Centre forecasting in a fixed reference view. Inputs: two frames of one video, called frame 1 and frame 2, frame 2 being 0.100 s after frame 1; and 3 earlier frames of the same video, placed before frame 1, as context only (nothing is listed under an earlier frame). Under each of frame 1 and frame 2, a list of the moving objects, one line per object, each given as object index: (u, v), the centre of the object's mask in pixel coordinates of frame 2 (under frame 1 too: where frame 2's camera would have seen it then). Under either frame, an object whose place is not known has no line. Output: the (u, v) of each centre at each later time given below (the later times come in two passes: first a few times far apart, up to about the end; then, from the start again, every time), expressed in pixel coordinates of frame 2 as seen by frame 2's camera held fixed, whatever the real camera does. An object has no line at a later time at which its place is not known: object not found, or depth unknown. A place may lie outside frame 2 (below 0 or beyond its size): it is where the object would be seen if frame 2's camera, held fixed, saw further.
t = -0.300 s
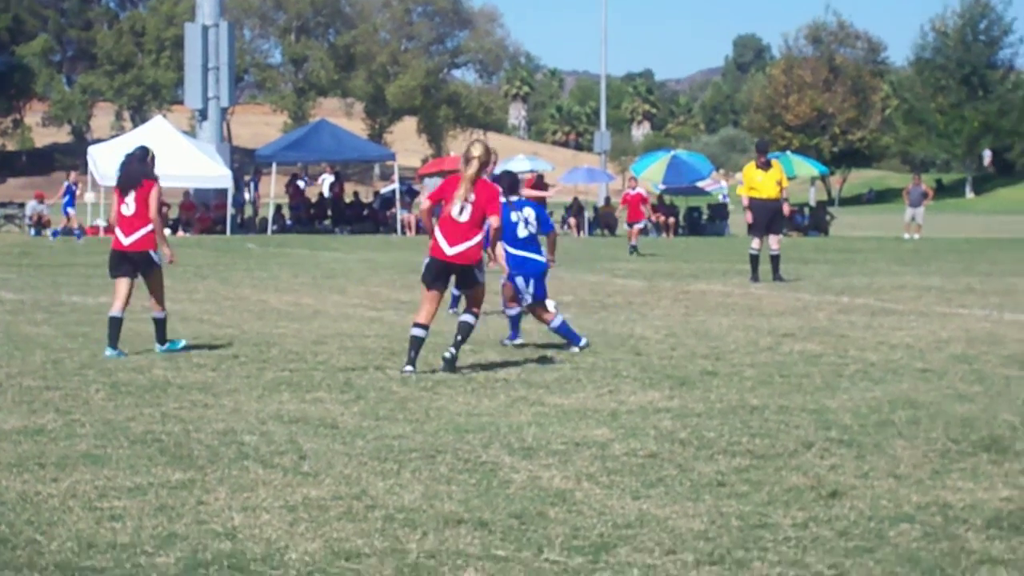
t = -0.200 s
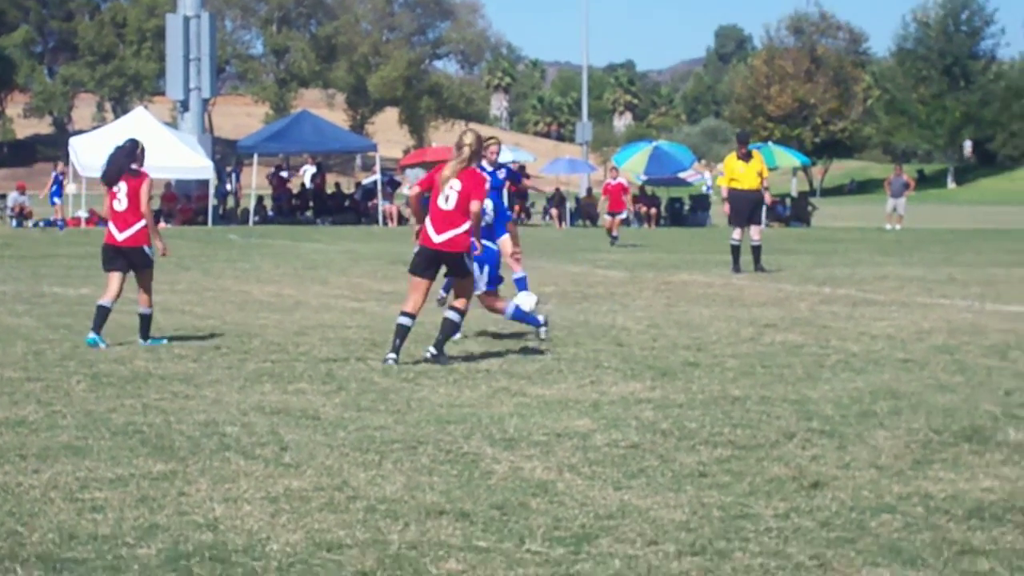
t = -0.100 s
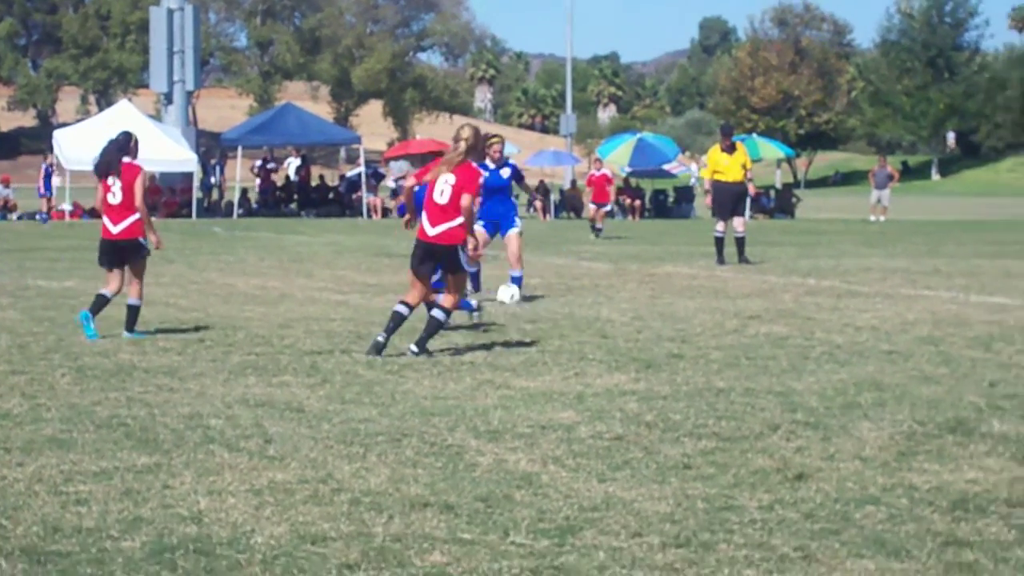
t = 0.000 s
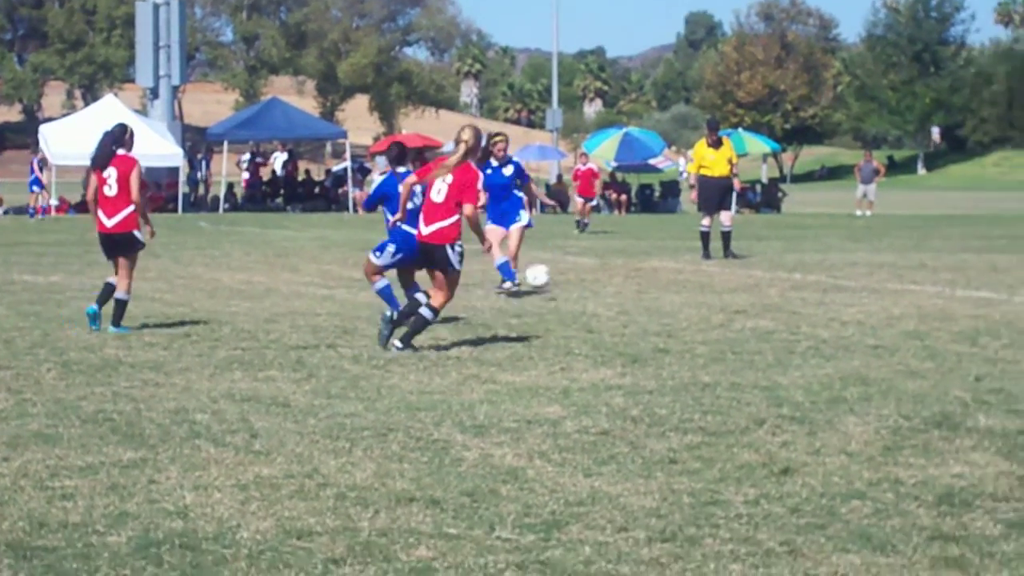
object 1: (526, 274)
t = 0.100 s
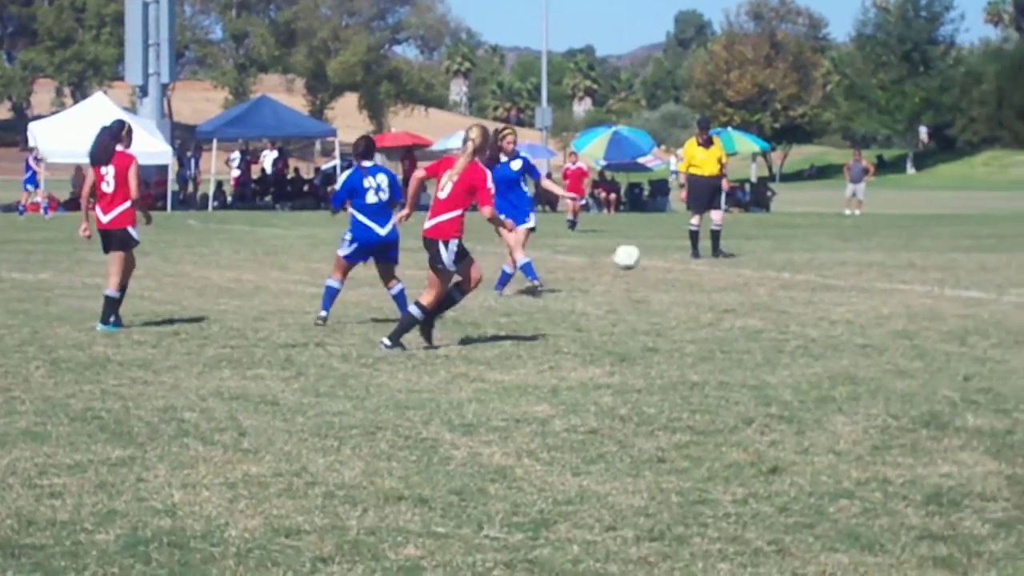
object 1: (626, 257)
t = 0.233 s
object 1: (772, 248)
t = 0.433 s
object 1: (1022, 277)
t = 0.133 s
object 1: (661, 253)
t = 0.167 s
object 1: (696, 250)
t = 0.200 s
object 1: (734, 248)
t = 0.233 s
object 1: (772, 248)
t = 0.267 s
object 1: (811, 249)
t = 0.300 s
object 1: (851, 252)
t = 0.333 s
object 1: (892, 255)
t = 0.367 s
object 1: (934, 261)
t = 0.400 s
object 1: (978, 268)
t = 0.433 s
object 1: (1022, 277)
